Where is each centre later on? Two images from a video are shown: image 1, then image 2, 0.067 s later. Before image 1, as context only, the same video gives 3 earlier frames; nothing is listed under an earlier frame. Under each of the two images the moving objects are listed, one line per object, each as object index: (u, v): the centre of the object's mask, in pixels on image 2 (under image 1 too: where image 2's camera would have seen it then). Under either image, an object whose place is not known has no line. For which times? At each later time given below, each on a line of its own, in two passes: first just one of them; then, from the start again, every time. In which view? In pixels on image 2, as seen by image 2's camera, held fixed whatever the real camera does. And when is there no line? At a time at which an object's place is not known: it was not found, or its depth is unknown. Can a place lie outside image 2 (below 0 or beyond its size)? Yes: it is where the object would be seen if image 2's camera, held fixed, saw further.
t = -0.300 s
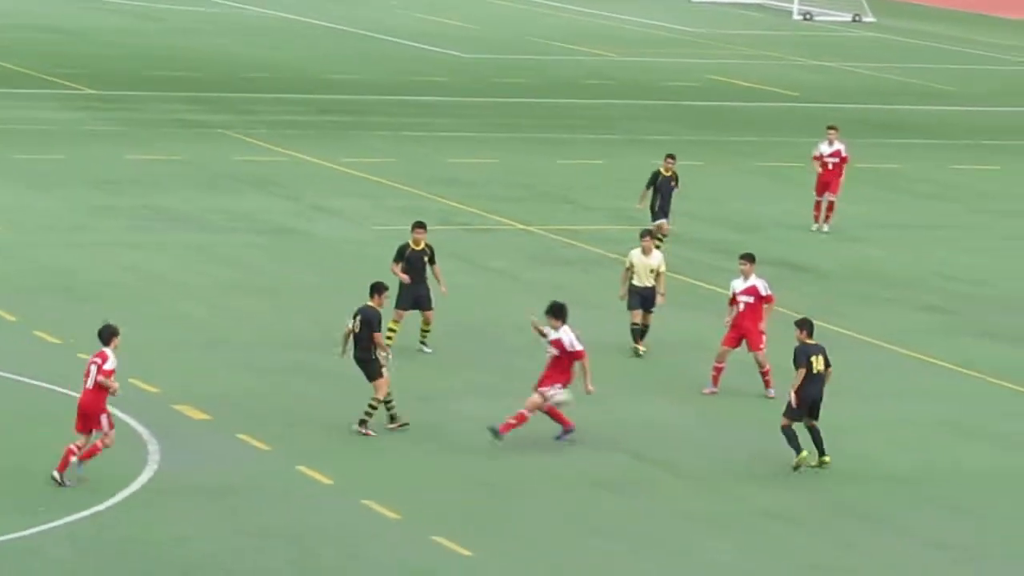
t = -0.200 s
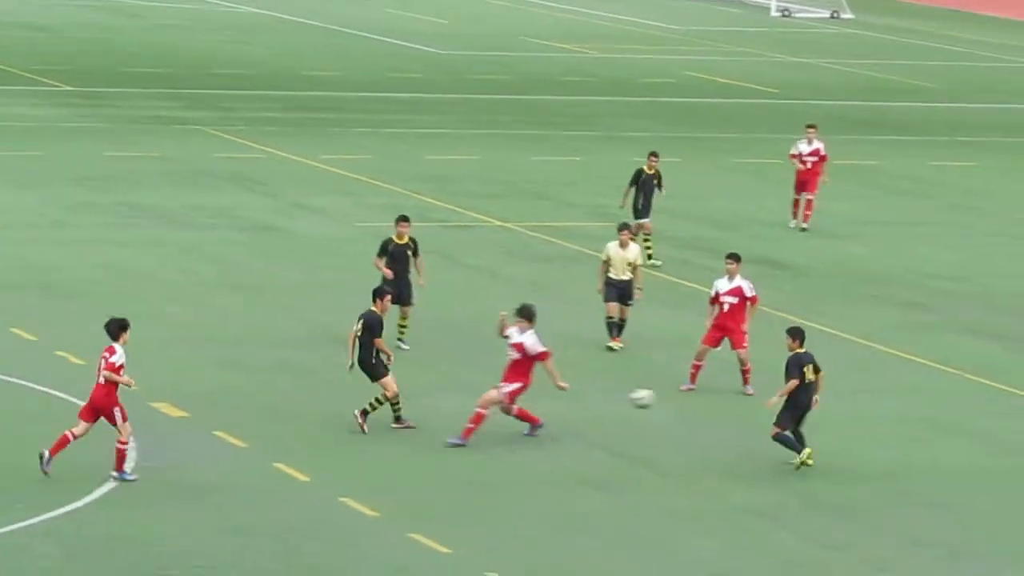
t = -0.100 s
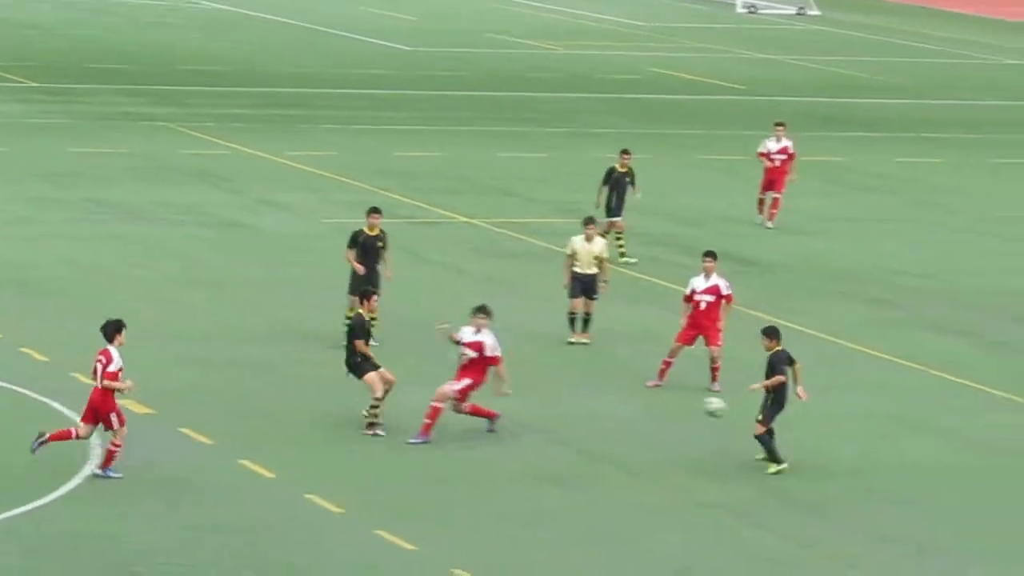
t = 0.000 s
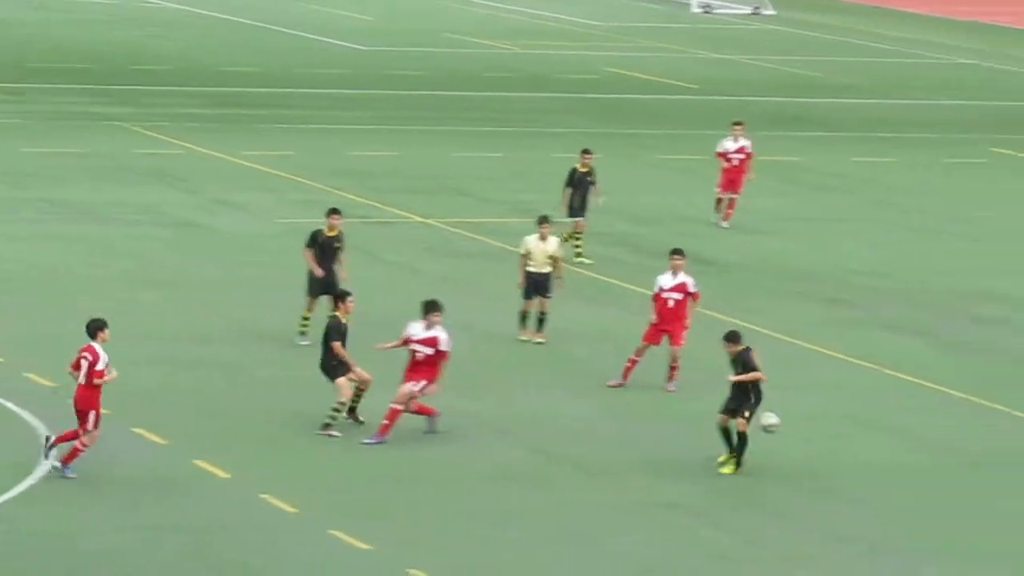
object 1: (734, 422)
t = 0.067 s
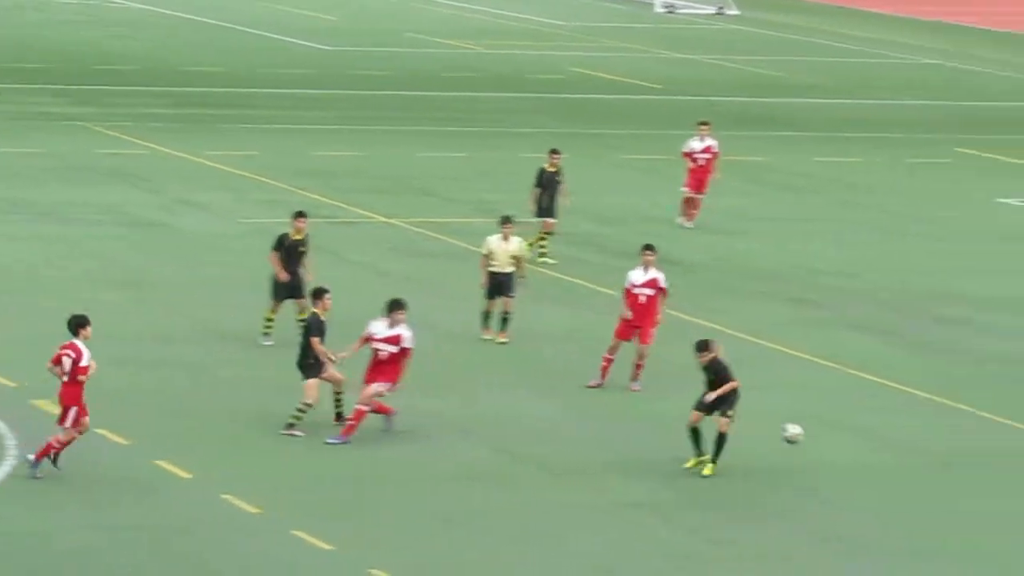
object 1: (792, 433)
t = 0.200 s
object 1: (917, 469)
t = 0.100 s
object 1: (823, 440)
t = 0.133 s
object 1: (853, 448)
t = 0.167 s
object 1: (885, 458)
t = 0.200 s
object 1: (917, 469)
